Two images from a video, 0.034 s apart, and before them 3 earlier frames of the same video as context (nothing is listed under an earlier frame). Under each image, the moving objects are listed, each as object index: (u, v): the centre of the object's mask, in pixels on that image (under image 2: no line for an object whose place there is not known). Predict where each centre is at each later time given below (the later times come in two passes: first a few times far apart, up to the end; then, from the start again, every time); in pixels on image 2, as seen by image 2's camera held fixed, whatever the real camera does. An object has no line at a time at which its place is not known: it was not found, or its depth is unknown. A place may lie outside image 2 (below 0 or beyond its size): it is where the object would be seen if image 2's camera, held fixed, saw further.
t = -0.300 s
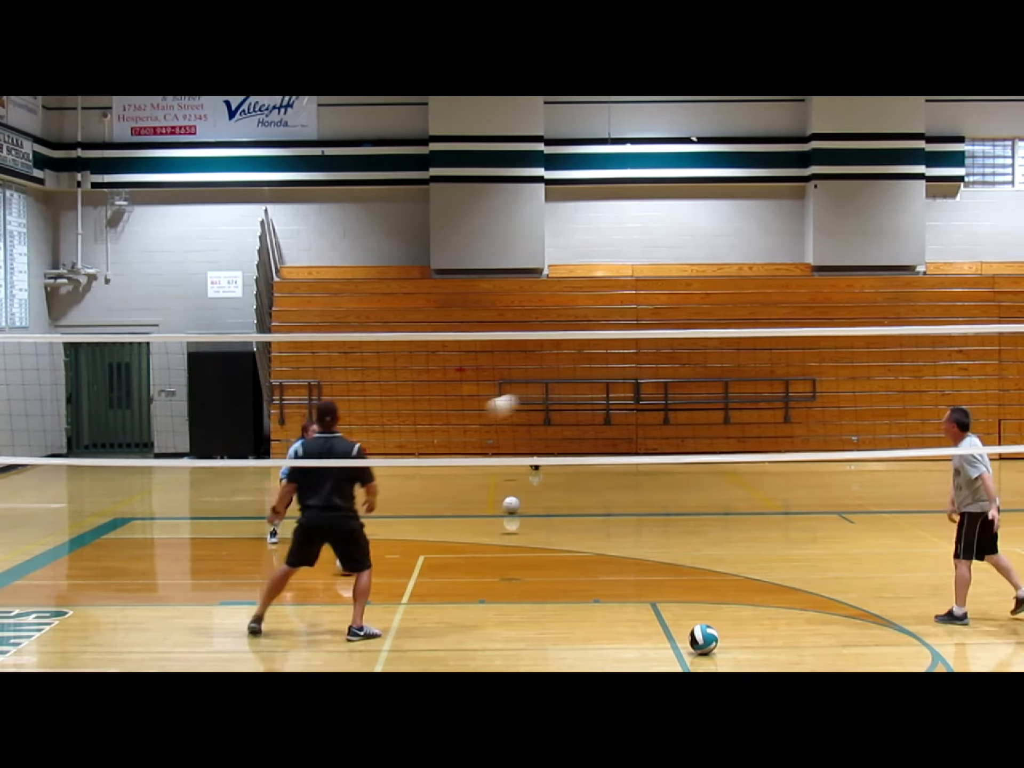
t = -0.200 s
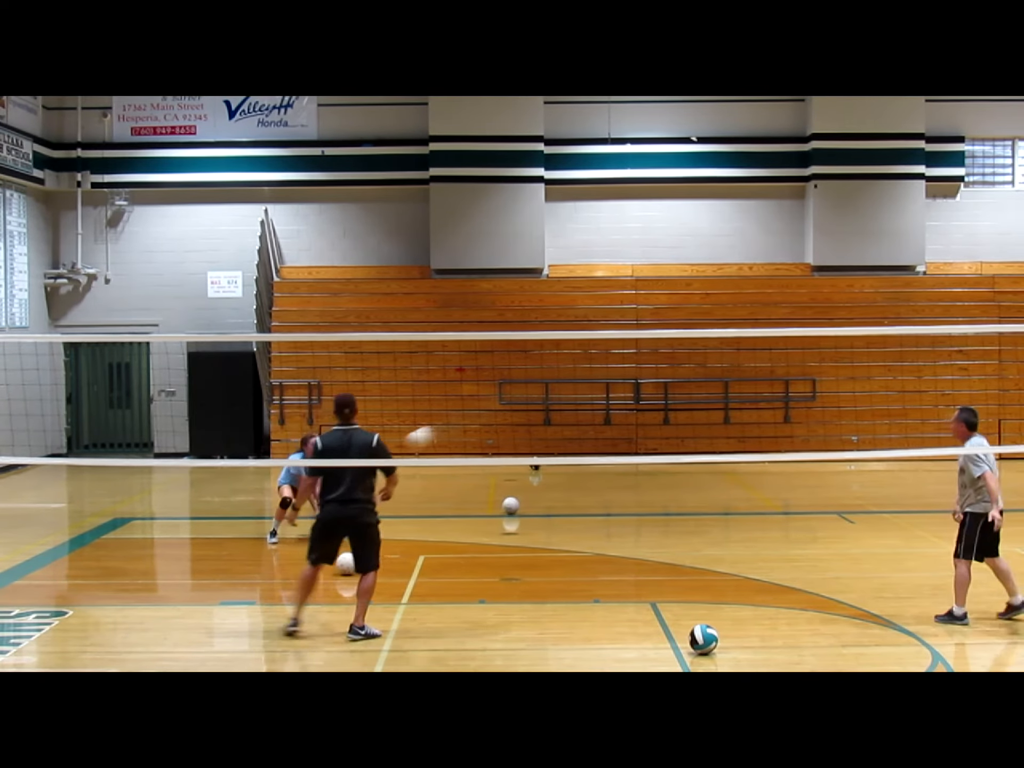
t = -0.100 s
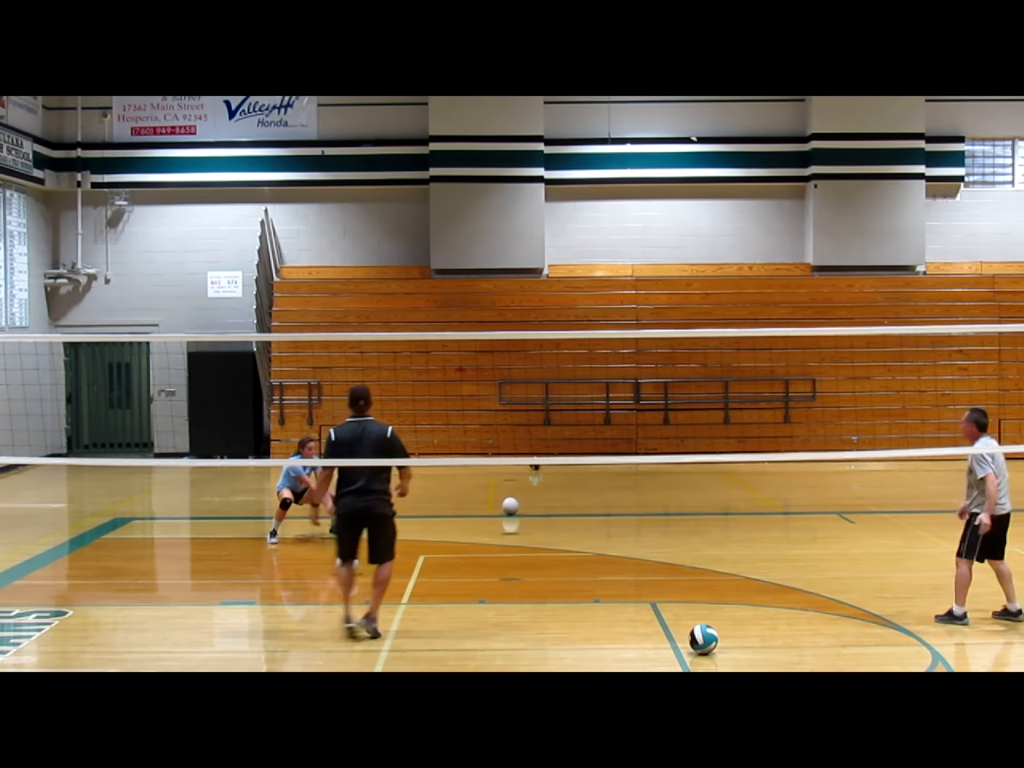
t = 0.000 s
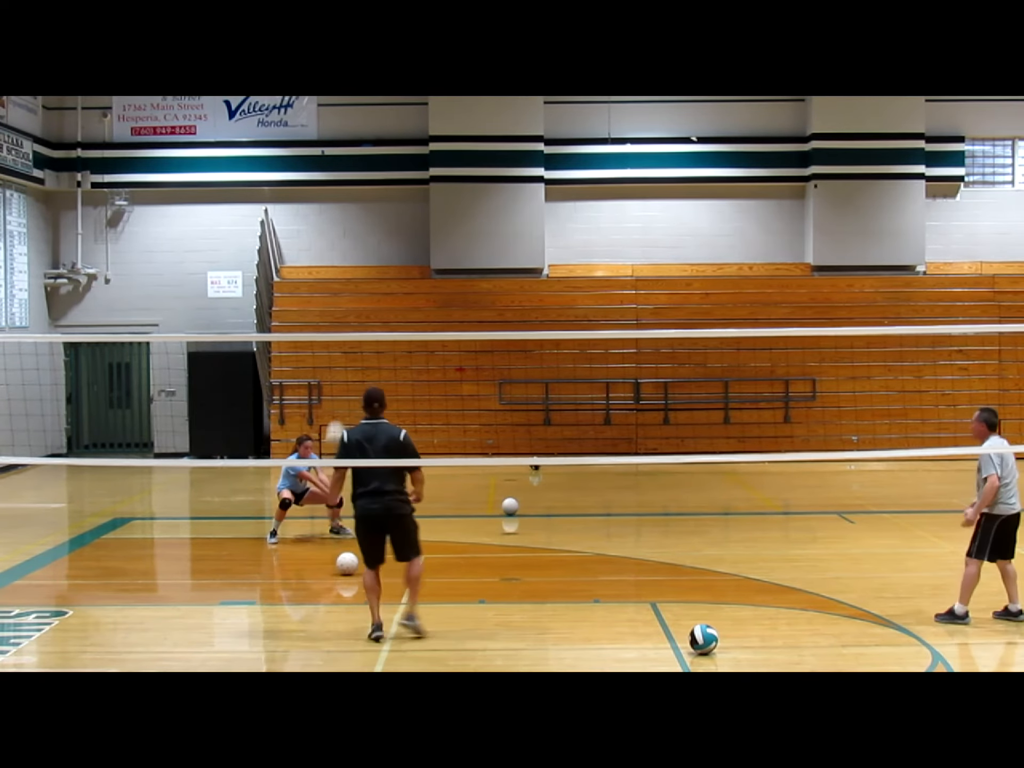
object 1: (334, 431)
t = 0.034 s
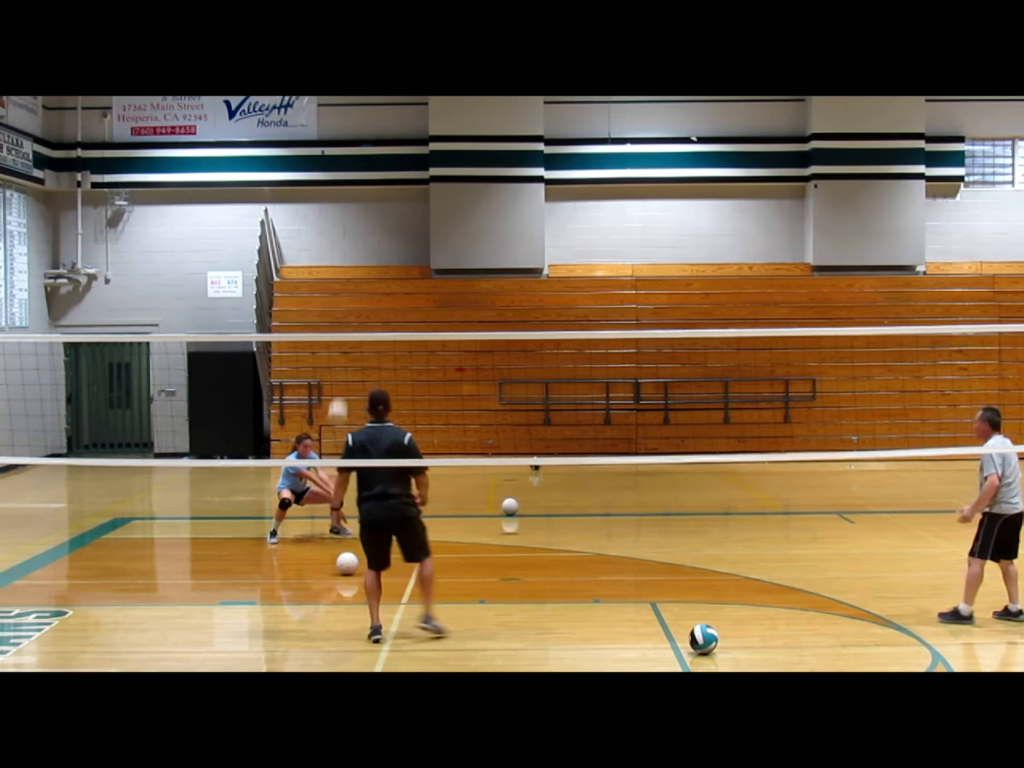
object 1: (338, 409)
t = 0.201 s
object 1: (349, 307)
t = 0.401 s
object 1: (363, 206)
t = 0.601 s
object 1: (377, 140)
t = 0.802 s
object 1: (390, 110)
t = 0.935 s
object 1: (400, 111)
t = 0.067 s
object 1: (340, 387)
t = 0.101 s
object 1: (342, 367)
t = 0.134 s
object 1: (345, 347)
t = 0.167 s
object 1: (347, 322)
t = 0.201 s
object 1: (349, 307)
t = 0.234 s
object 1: (352, 286)
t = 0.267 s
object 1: (354, 268)
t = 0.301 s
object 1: (356, 251)
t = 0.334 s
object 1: (358, 234)
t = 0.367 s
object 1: (361, 219)
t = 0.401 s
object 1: (363, 206)
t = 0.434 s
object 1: (365, 193)
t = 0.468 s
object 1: (367, 179)
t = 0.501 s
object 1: (369, 168)
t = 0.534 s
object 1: (371, 160)
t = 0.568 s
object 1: (374, 149)
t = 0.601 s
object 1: (377, 140)
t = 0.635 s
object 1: (381, 134)
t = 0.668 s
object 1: (383, 127)
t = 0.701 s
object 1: (385, 122)
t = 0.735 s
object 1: (386, 116)
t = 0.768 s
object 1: (388, 113)
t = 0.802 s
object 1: (390, 110)
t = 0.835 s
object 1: (393, 109)
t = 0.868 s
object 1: (395, 109)
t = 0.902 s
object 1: (397, 109)
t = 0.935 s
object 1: (400, 111)
